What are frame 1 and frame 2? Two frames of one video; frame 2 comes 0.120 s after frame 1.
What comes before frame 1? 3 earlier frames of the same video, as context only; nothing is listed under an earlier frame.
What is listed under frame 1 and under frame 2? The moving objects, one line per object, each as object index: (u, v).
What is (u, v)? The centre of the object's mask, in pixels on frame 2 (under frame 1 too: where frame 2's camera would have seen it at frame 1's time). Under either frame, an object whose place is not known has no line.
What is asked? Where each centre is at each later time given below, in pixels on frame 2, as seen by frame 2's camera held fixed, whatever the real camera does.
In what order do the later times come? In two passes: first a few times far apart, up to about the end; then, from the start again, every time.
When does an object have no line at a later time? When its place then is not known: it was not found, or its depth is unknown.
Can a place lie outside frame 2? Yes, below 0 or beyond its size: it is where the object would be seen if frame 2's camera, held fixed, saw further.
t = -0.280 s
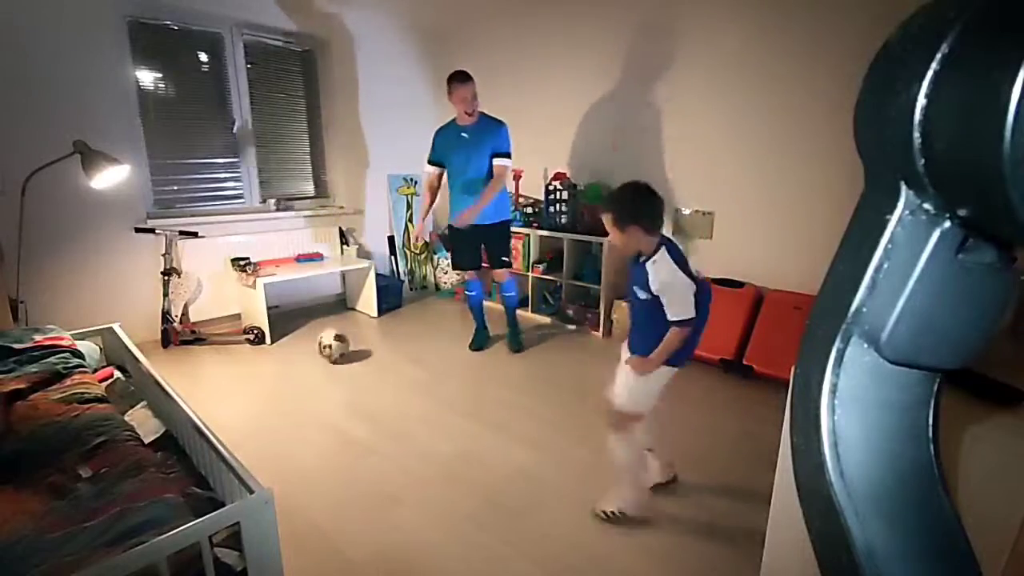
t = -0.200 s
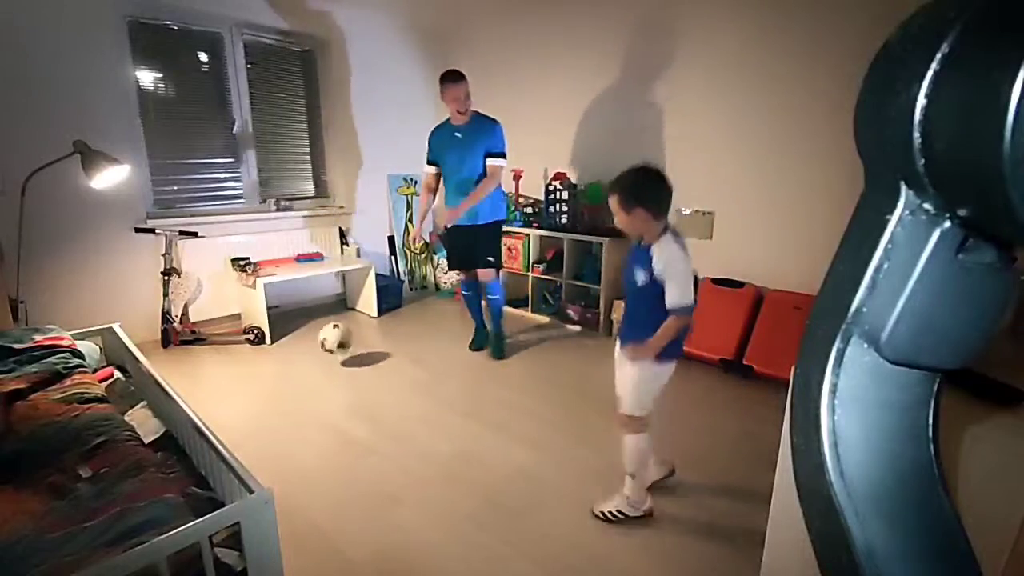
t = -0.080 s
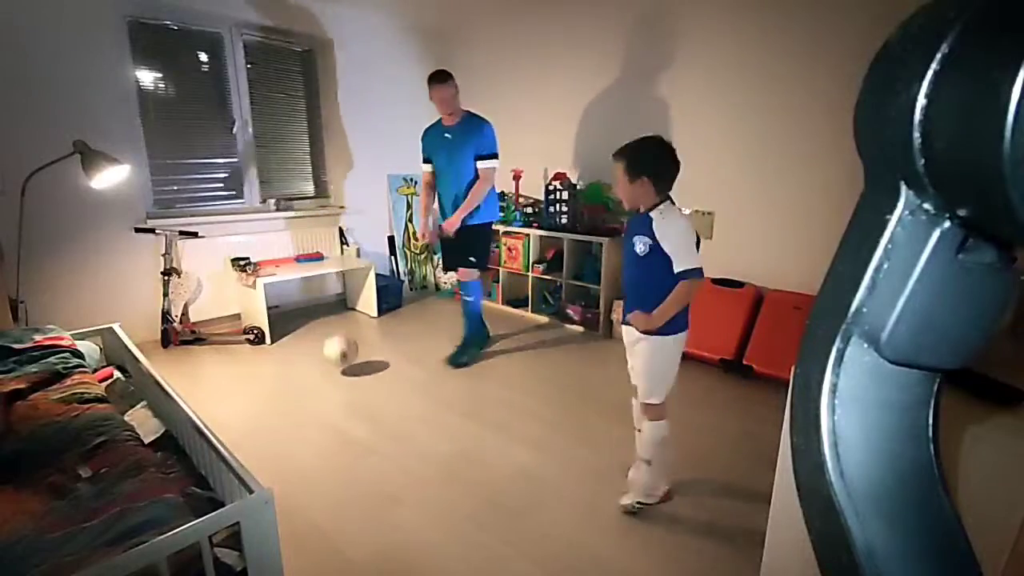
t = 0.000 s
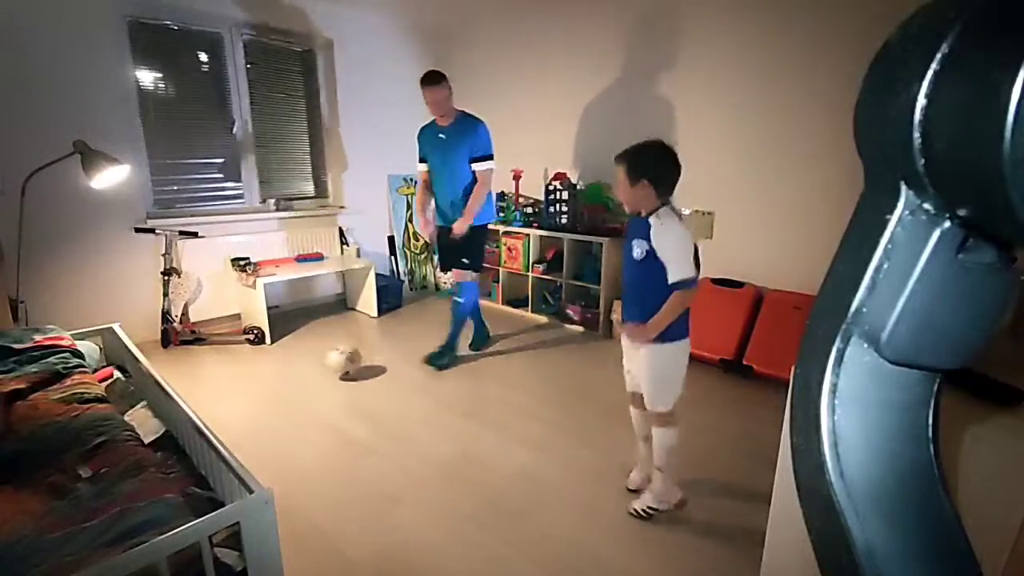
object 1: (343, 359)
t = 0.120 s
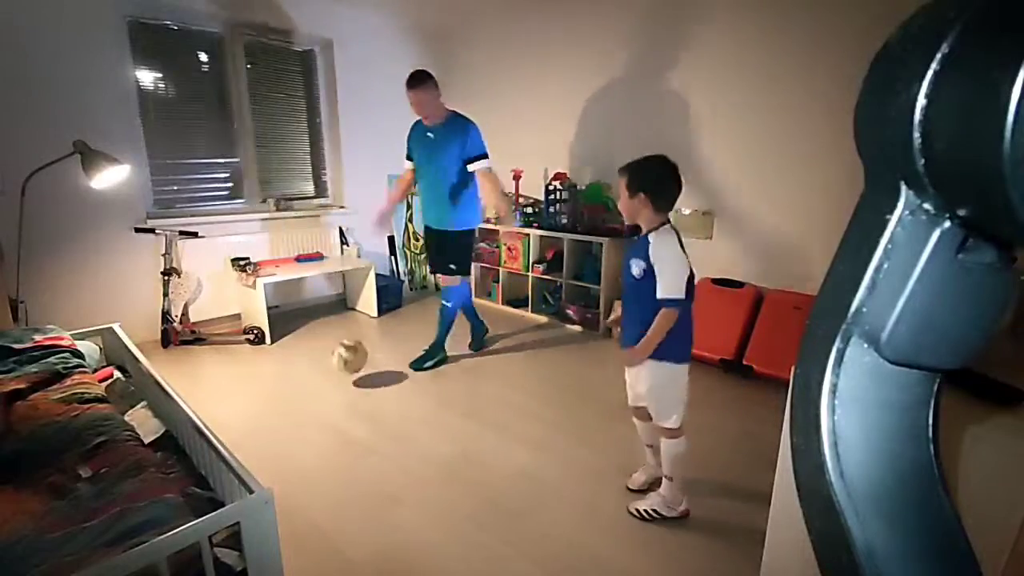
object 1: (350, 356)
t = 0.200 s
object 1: (354, 364)
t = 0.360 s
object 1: (359, 372)
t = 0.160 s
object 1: (351, 359)
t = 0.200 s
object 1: (354, 364)
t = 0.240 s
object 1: (355, 371)
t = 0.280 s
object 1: (356, 374)
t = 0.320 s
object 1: (358, 370)
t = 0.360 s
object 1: (359, 372)
